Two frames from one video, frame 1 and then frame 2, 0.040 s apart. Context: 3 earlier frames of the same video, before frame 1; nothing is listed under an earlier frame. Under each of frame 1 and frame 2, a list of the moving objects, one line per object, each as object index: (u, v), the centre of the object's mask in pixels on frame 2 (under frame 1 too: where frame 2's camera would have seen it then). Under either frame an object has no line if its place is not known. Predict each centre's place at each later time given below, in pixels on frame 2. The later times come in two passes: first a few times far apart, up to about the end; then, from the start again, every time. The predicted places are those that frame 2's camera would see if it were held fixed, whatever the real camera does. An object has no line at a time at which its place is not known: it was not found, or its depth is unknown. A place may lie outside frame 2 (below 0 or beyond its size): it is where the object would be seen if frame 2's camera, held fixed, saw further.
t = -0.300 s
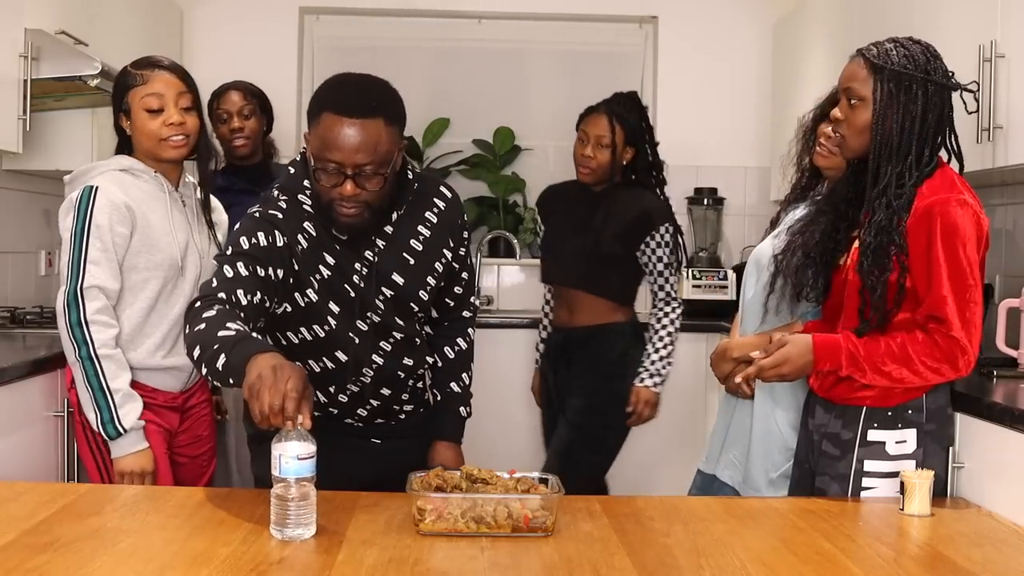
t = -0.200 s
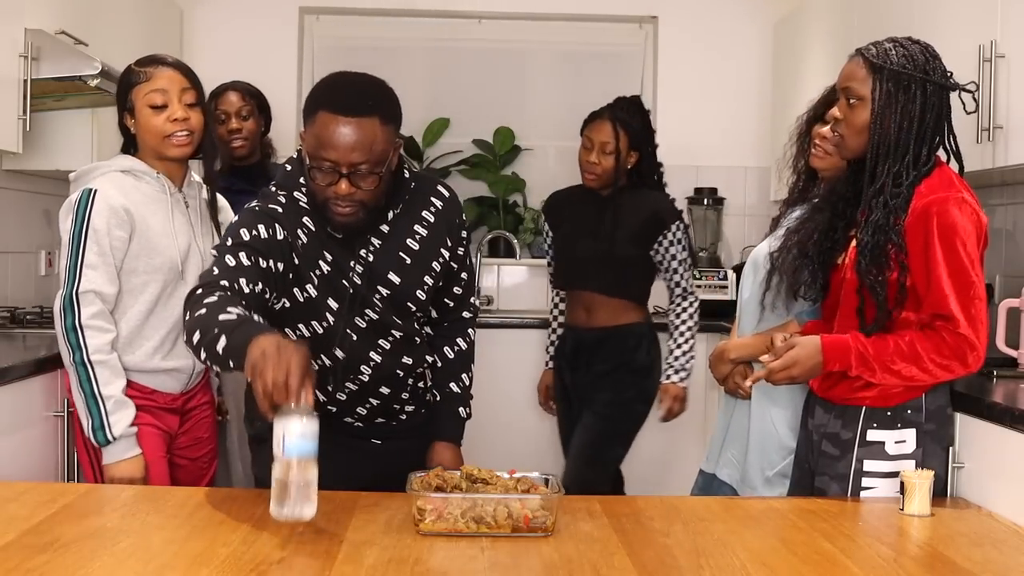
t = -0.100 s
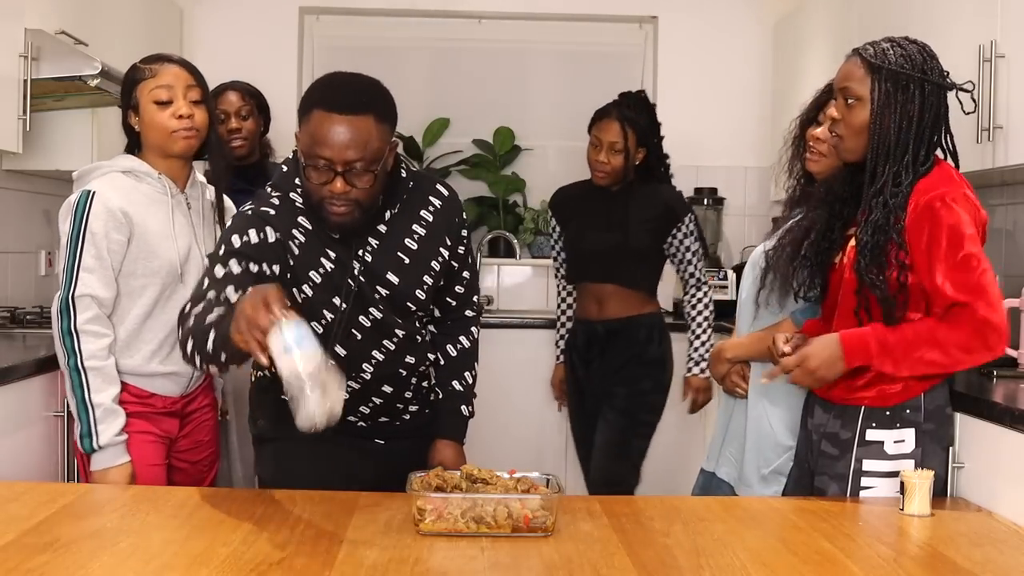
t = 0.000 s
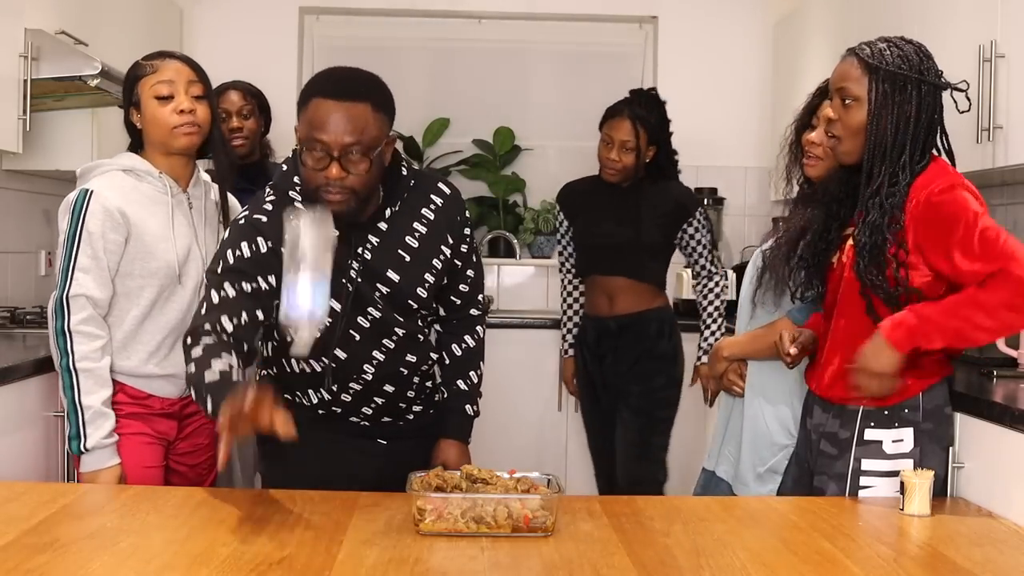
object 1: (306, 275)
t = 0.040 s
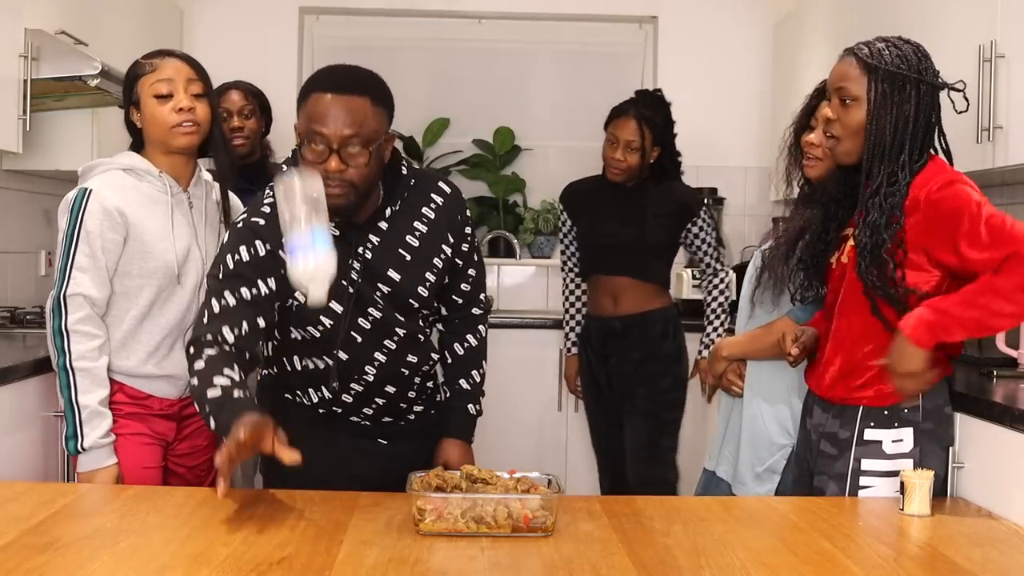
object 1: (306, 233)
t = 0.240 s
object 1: (287, 226)
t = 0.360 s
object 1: (273, 373)
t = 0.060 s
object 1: (305, 219)
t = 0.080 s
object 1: (304, 207)
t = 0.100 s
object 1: (303, 200)
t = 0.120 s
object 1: (301, 195)
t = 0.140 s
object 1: (299, 192)
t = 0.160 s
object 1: (297, 193)
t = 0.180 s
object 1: (294, 196)
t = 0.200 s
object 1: (291, 203)
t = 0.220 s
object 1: (289, 213)
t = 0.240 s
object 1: (287, 226)
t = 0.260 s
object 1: (285, 243)
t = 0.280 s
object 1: (282, 262)
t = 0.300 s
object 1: (281, 286)
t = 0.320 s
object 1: (278, 312)
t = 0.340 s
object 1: (276, 340)
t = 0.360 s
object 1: (273, 373)
